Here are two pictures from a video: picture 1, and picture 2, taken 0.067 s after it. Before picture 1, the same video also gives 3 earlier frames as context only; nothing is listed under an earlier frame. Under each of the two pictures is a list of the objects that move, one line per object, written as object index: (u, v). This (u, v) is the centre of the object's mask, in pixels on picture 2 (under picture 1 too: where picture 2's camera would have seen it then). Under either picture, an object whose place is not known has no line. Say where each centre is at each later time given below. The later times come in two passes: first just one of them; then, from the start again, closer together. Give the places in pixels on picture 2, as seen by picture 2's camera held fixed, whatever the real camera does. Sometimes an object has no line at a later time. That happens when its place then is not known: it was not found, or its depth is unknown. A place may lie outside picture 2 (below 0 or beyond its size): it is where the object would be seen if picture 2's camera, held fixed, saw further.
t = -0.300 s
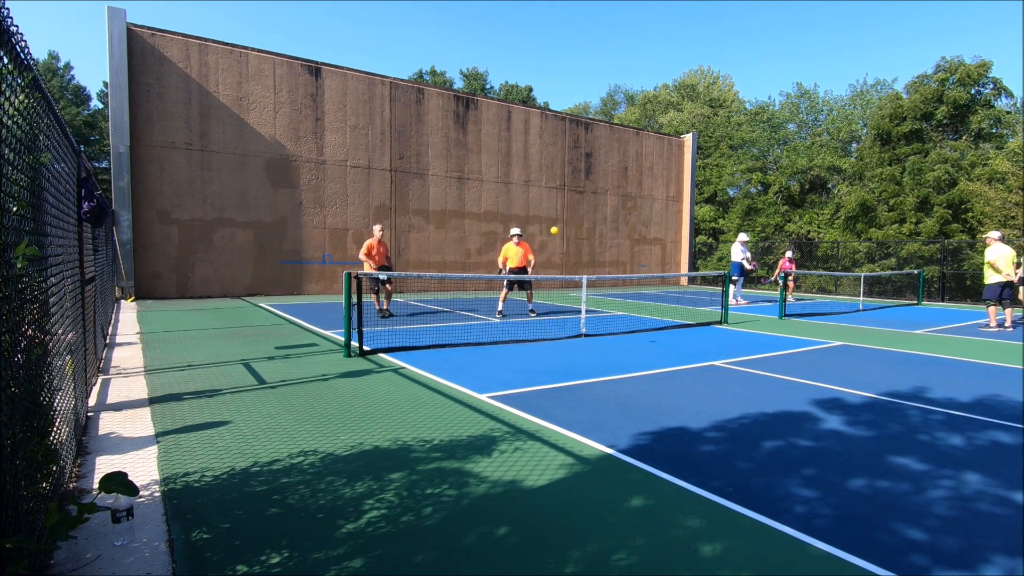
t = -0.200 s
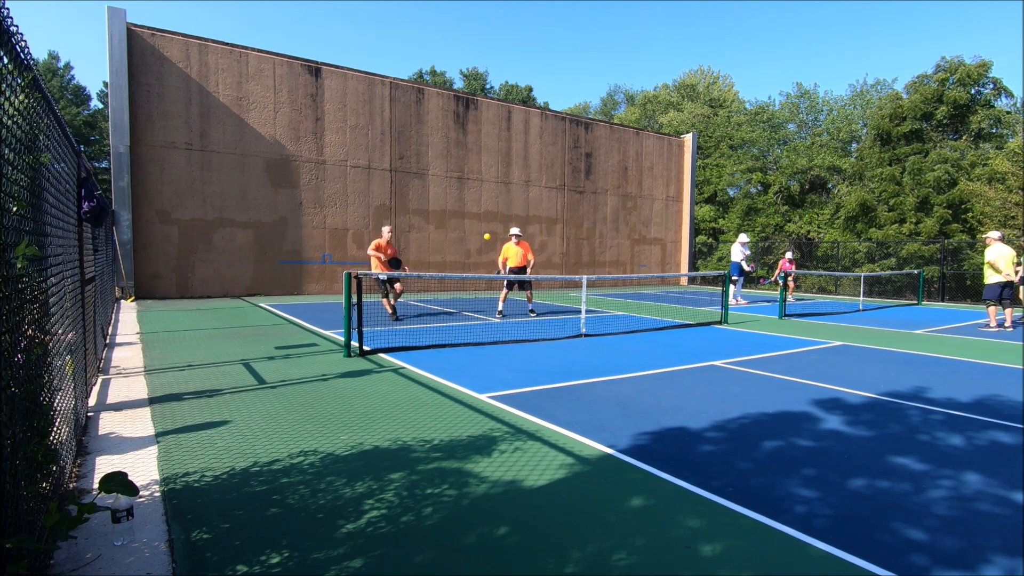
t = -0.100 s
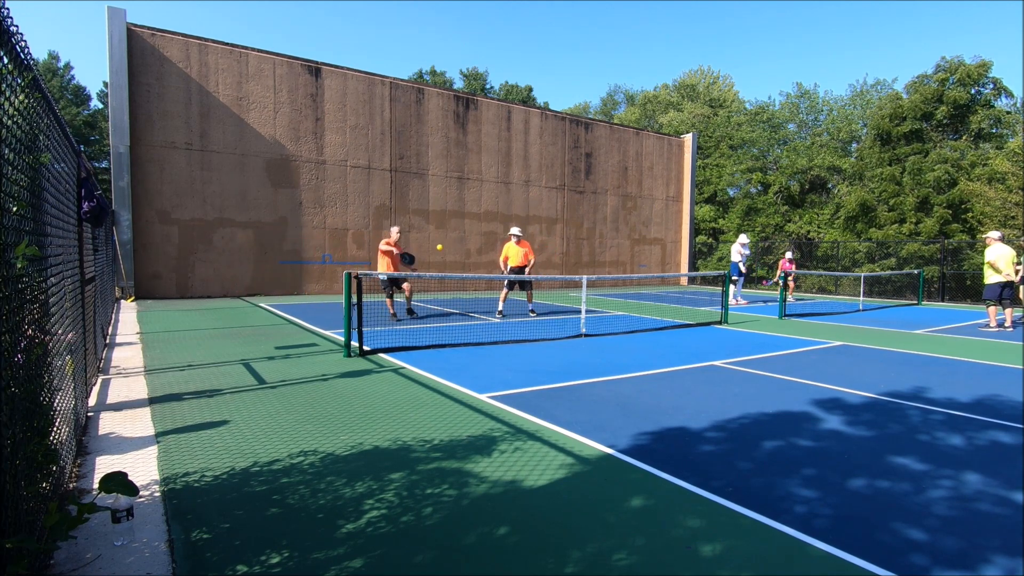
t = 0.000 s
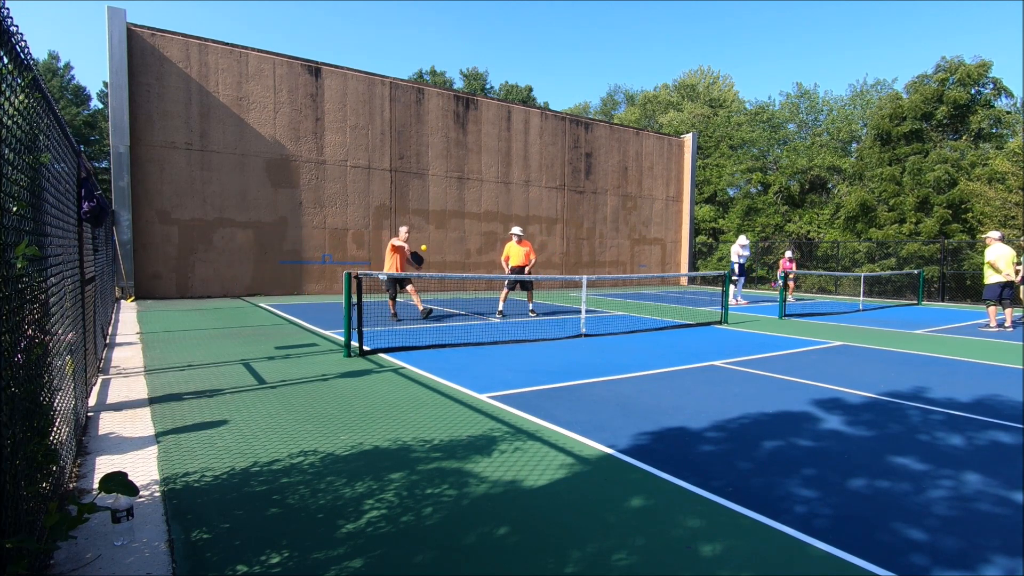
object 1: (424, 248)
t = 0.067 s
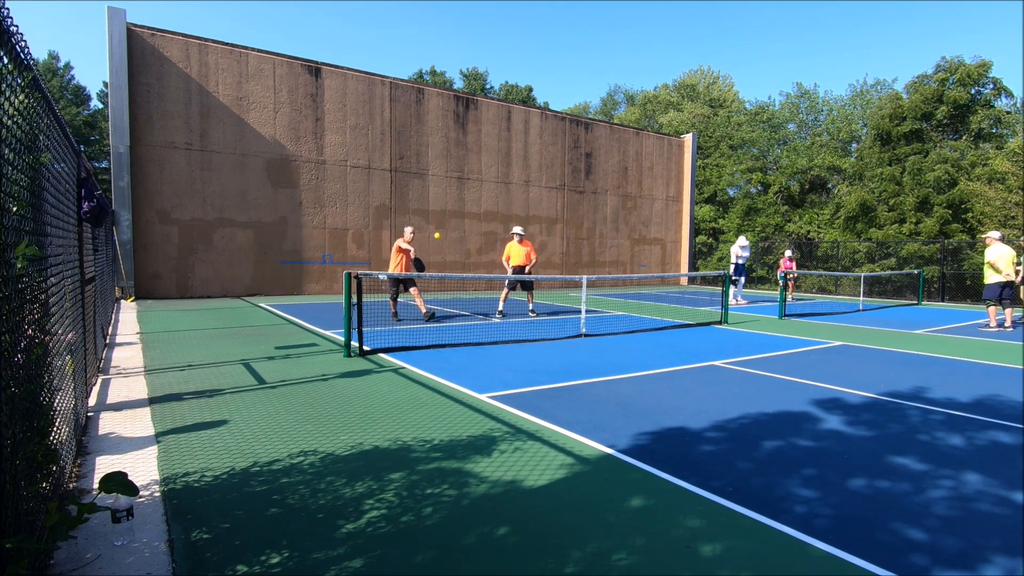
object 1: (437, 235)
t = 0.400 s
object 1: (525, 207)
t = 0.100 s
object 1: (444, 230)
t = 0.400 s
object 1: (525, 207)
